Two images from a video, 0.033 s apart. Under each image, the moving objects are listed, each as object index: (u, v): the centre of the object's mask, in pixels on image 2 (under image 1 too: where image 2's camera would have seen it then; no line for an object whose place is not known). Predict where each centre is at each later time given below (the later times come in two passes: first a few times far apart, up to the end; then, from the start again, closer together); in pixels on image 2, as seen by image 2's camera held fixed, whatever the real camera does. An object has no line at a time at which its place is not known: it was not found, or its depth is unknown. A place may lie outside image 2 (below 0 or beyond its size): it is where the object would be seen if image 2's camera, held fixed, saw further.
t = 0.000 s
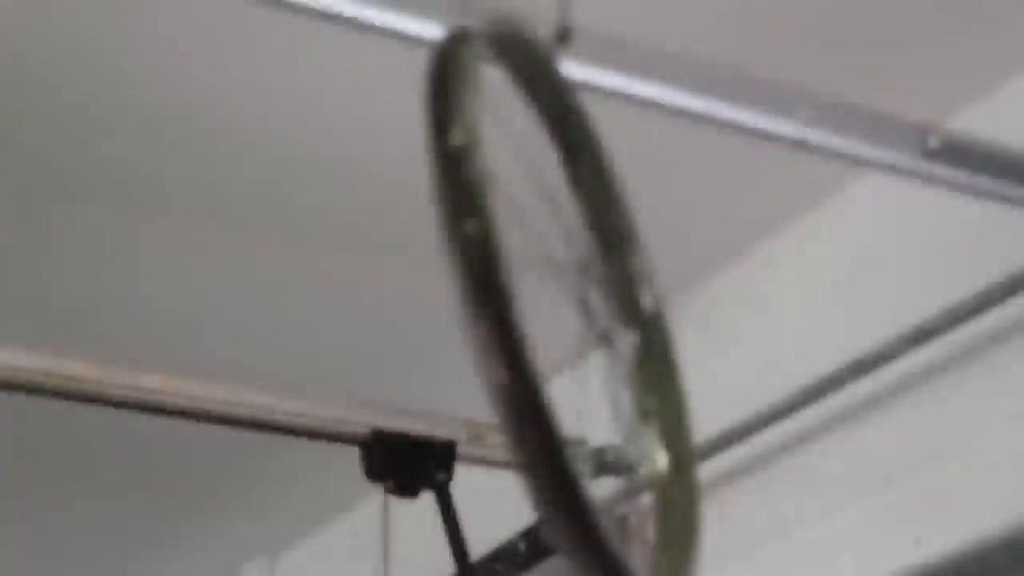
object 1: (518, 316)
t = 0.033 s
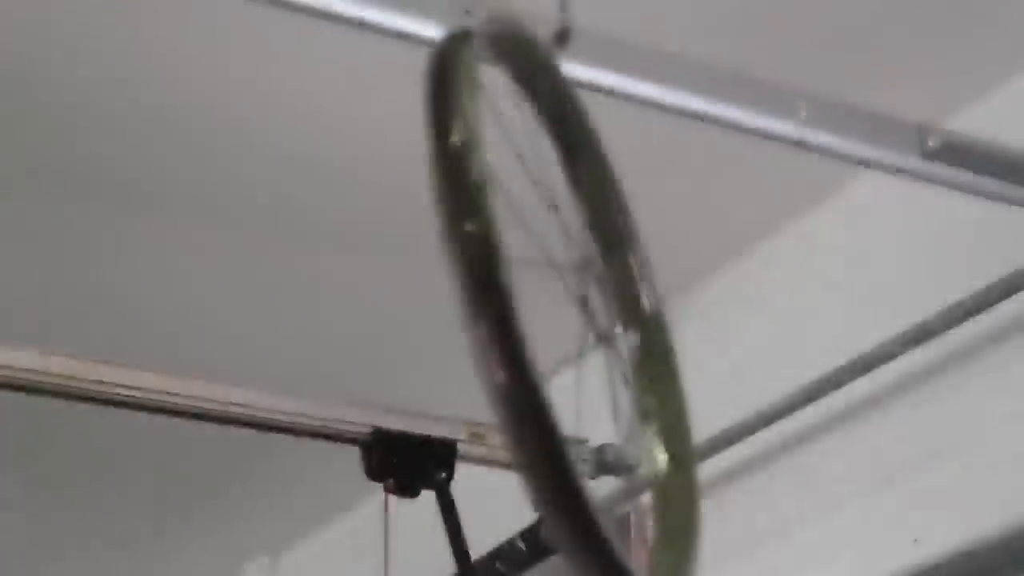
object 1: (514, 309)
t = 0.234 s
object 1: (511, 312)
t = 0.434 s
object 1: (497, 309)
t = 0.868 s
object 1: (496, 313)
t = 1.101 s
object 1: (506, 309)
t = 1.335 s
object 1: (514, 304)
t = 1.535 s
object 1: (510, 307)
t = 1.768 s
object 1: (497, 306)
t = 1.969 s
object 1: (492, 299)
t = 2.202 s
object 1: (501, 301)
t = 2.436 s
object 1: (518, 302)
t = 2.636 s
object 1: (527, 302)
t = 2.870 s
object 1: (523, 307)
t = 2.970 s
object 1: (518, 297)
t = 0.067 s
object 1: (512, 303)
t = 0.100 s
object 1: (514, 312)
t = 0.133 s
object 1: (512, 310)
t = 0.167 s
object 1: (514, 314)
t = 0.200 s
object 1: (512, 312)
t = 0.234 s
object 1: (511, 312)
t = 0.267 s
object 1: (509, 312)
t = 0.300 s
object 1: (505, 305)
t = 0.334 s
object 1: (503, 309)
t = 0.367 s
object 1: (501, 307)
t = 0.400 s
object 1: (500, 309)
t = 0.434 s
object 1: (497, 309)
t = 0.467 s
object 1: (495, 305)
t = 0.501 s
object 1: (494, 310)
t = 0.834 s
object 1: (492, 306)
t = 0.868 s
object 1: (496, 313)
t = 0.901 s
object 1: (496, 310)
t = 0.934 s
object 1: (499, 311)
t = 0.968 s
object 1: (501, 312)
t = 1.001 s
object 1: (501, 308)
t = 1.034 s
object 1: (503, 307)
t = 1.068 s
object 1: (505, 308)
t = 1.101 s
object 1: (506, 309)
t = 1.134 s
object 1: (508, 305)
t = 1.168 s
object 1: (510, 307)
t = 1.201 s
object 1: (512, 311)
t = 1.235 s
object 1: (512, 305)
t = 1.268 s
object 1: (515, 311)
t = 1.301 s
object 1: (514, 303)
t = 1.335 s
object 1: (514, 304)
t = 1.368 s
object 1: (514, 304)
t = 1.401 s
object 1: (513, 305)
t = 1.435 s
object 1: (512, 303)
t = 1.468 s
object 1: (511, 302)
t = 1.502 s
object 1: (510, 303)
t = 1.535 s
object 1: (510, 307)
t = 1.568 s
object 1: (509, 307)
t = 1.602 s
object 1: (506, 301)
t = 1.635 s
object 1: (505, 302)
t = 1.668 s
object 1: (502, 300)
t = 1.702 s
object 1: (500, 302)
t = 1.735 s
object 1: (499, 303)
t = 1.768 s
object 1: (497, 306)
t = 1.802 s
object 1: (496, 306)
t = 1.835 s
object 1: (493, 297)
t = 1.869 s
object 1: (493, 299)
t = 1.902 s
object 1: (492, 300)
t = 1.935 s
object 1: (492, 301)
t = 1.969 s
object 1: (492, 299)
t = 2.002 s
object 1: (493, 306)
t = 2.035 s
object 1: (492, 300)
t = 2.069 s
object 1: (493, 299)
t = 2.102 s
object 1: (495, 302)
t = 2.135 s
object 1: (497, 302)
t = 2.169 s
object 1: (500, 307)
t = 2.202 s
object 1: (501, 301)
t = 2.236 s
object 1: (504, 302)
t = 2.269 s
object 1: (505, 300)
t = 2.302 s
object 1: (507, 303)
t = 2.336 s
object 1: (512, 308)
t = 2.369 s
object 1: (514, 301)
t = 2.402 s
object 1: (517, 302)
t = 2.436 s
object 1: (518, 302)
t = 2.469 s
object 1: (520, 304)
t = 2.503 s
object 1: (521, 304)
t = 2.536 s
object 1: (524, 310)
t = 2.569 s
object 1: (526, 307)
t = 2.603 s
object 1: (527, 302)
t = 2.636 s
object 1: (527, 302)
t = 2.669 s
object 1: (528, 306)
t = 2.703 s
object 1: (527, 303)
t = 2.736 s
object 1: (527, 304)
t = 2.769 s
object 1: (526, 302)
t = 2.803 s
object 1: (526, 308)
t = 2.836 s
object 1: (522, 301)
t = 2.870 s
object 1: (523, 307)
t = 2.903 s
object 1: (521, 304)
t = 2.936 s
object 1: (521, 306)
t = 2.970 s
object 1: (518, 297)
